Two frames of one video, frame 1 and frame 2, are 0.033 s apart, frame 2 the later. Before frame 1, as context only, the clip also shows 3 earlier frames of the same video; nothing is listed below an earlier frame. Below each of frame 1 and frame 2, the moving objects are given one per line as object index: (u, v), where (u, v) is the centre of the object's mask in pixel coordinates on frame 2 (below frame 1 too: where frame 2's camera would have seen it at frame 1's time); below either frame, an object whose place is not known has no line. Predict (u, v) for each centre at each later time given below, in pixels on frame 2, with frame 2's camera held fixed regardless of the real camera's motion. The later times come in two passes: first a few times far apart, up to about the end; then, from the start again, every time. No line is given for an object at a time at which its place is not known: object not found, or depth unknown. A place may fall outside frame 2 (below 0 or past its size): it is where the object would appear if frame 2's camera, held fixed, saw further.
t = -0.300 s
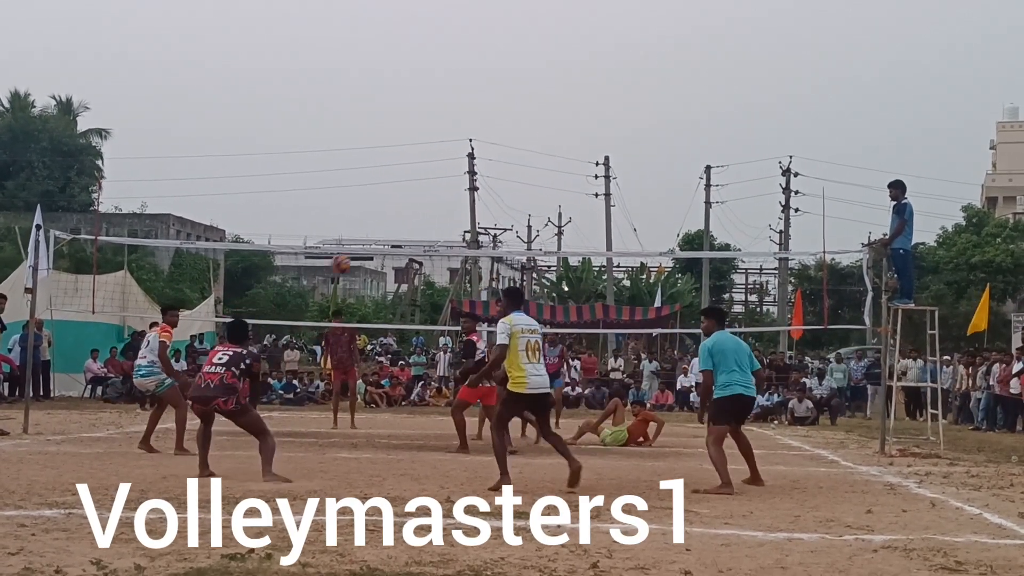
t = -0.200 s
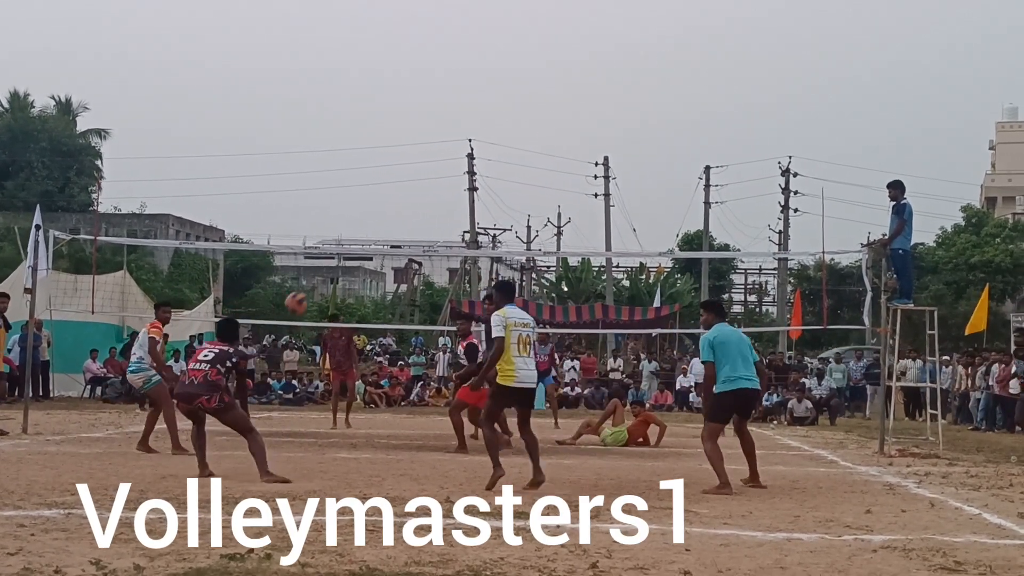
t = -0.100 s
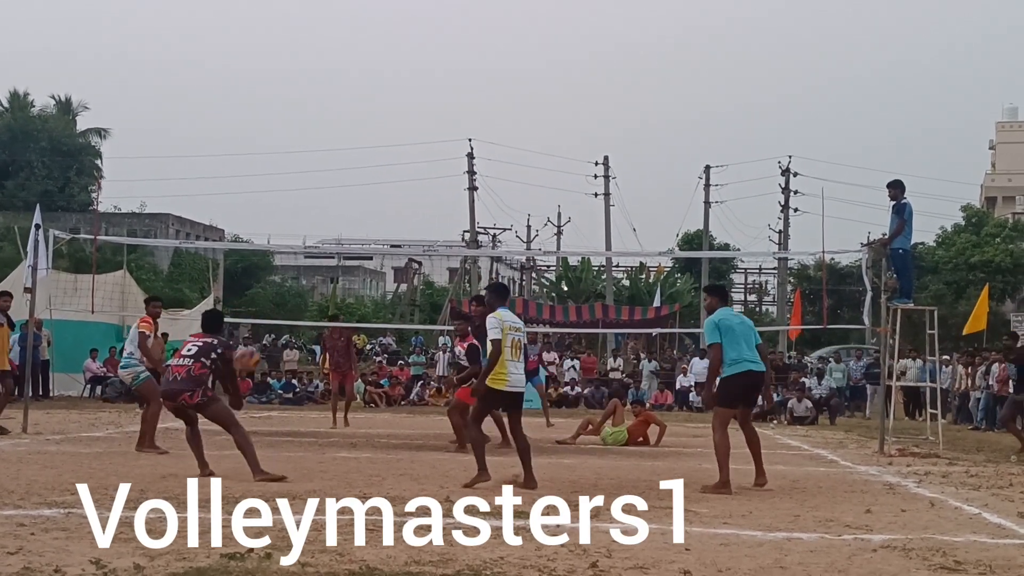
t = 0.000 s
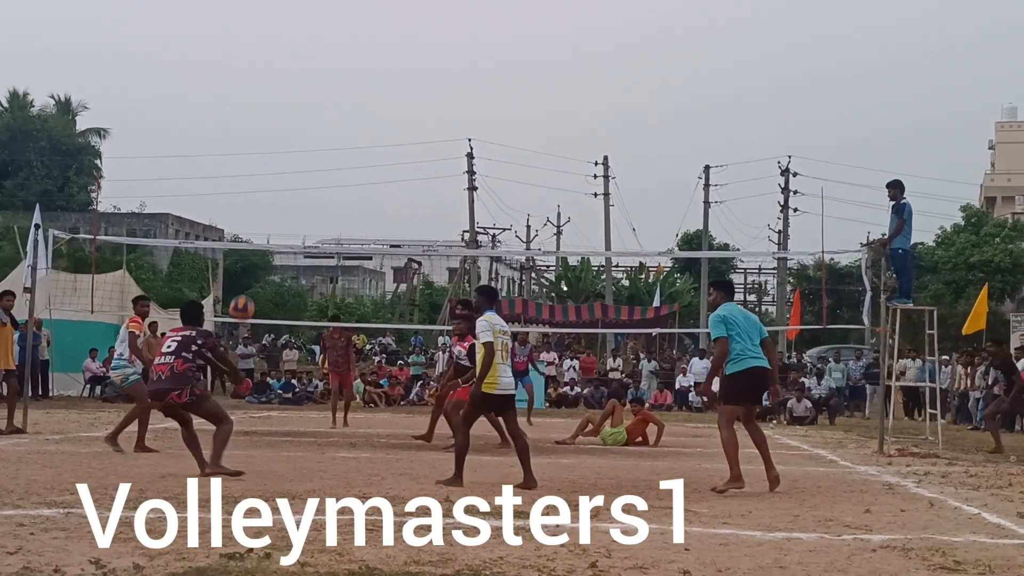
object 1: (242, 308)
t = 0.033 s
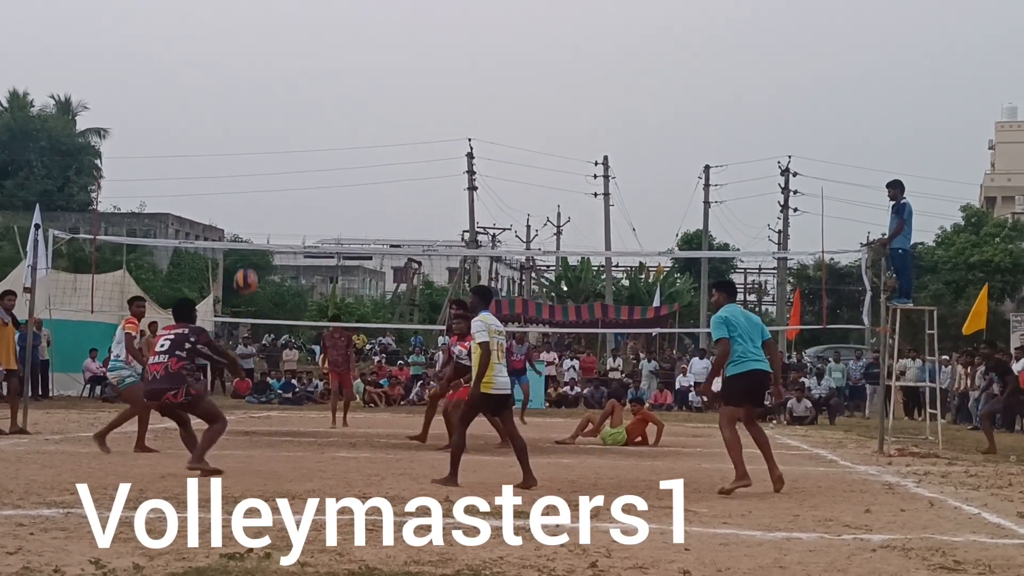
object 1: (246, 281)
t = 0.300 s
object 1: (269, 121)
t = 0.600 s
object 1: (290, 46)
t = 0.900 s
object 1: (306, 61)
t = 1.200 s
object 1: (318, 152)
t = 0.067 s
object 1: (250, 256)
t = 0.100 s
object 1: (253, 231)
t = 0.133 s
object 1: (256, 209)
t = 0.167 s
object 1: (259, 188)
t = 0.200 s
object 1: (262, 169)
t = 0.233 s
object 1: (264, 151)
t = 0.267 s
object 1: (267, 135)
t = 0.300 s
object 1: (269, 121)
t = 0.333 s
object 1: (272, 108)
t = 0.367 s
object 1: (274, 96)
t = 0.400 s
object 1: (277, 85)
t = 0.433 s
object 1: (279, 75)
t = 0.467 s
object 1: (282, 67)
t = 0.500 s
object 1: (283, 59)
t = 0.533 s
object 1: (286, 54)
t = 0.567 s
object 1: (288, 49)
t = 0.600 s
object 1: (290, 46)
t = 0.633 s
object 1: (292, 43)
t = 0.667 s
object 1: (294, 42)
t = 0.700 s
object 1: (296, 41)
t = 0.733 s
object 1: (298, 42)
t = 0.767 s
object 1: (299, 43)
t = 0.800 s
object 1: (301, 46)
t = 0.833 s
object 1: (303, 50)
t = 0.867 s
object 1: (304, 55)
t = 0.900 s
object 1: (306, 61)
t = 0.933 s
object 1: (307, 67)
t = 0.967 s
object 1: (309, 75)
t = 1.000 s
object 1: (311, 83)
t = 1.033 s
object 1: (312, 92)
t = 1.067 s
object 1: (313, 102)
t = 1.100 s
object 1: (314, 113)
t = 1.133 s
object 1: (315, 125)
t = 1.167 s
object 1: (317, 138)
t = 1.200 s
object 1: (318, 152)
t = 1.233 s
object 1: (319, 166)
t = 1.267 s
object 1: (321, 181)
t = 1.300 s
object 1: (322, 197)
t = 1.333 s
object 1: (323, 213)
